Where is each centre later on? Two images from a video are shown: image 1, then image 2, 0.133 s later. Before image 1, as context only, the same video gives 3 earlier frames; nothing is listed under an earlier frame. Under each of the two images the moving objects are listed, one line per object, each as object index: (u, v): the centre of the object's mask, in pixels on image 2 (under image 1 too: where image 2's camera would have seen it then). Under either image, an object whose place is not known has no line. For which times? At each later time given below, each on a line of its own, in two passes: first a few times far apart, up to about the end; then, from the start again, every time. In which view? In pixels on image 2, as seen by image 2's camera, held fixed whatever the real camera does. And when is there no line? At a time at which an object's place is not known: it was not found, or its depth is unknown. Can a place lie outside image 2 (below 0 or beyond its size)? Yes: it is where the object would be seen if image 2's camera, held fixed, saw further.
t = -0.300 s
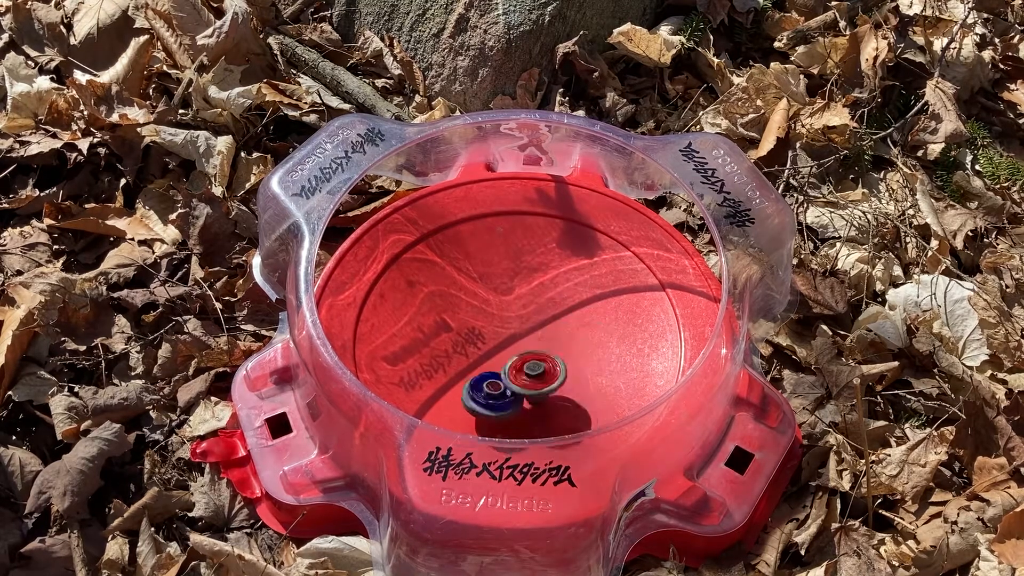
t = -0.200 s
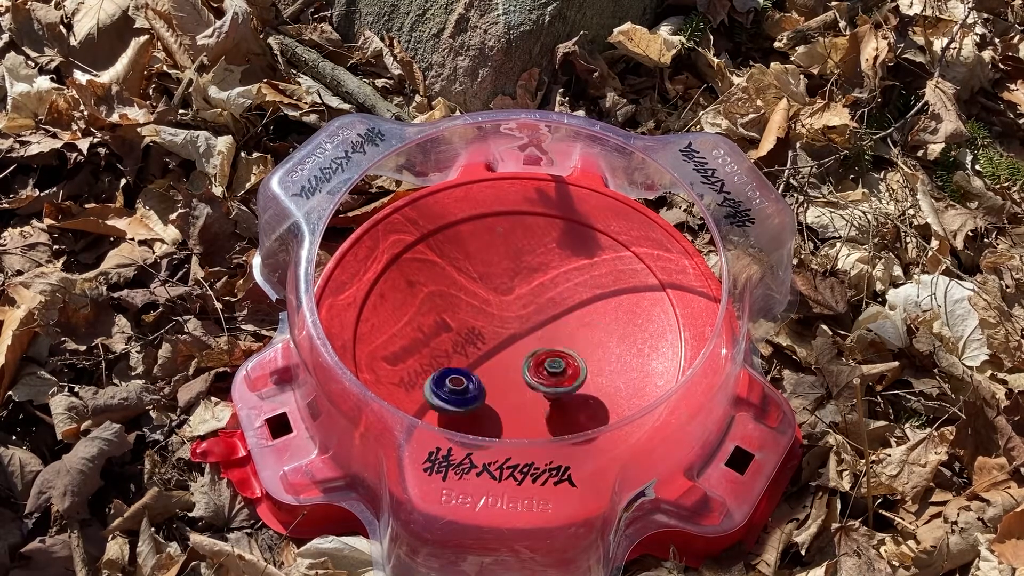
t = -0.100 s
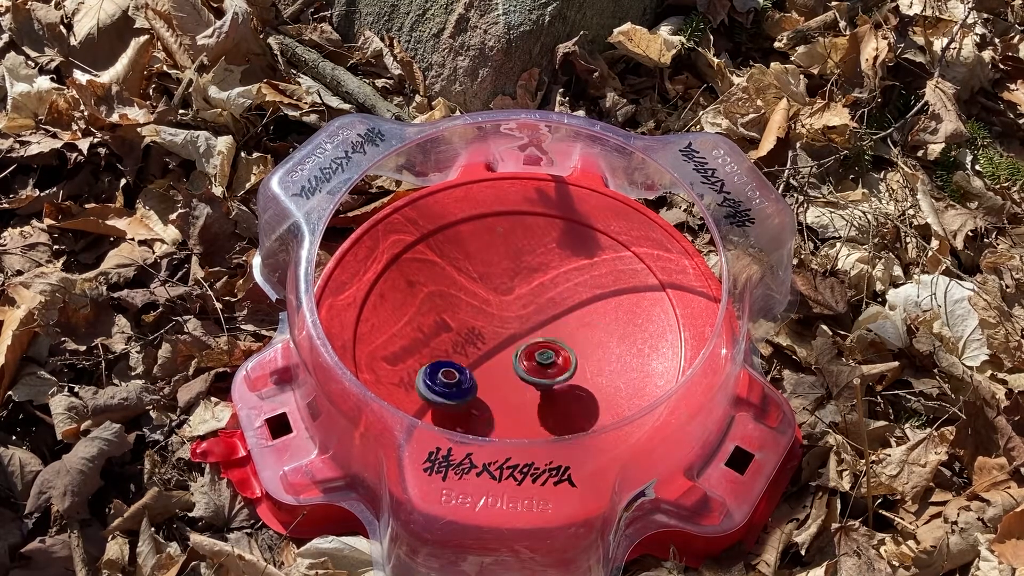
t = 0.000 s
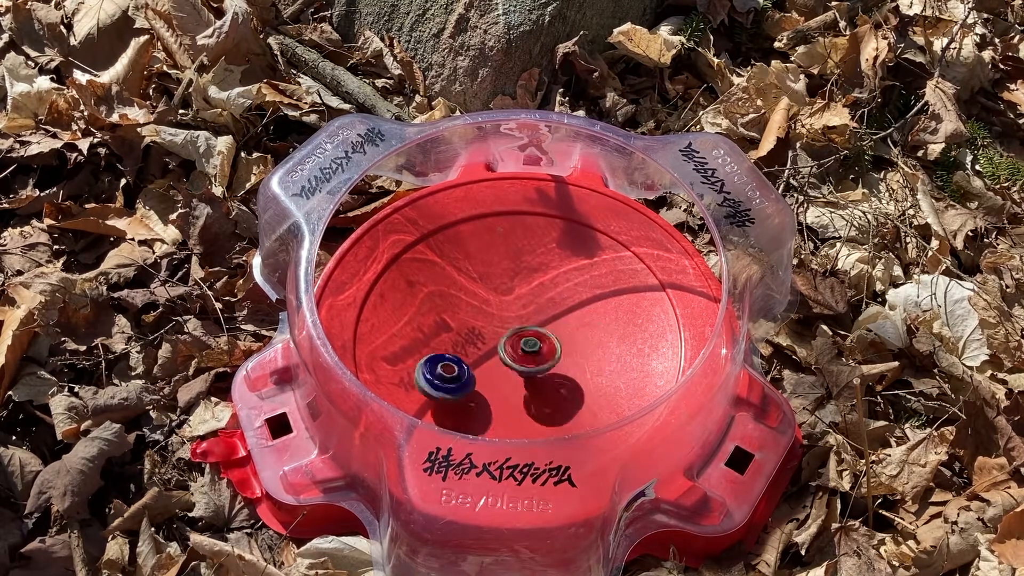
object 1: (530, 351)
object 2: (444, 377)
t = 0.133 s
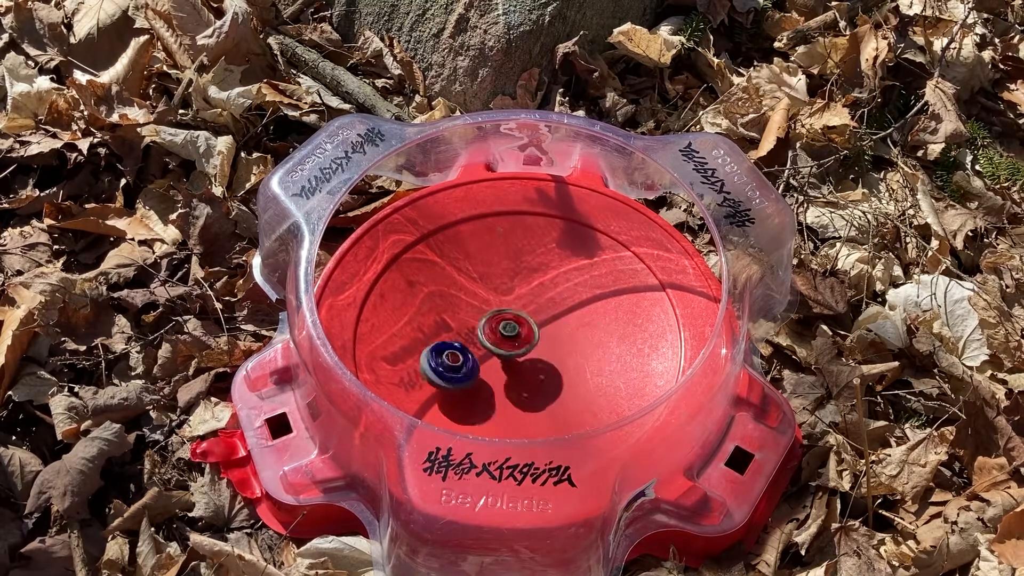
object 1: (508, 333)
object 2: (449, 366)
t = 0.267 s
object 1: (488, 317)
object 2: (452, 352)
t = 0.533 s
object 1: (491, 276)
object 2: (449, 343)
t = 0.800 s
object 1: (498, 274)
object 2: (478, 330)
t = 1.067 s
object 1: (544, 262)
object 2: (513, 355)
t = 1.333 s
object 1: (586, 232)
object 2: (546, 372)
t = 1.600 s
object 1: (590, 263)
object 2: (540, 370)
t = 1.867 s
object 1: (556, 316)
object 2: (527, 381)
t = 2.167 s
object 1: (498, 323)
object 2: (542, 384)
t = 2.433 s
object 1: (456, 318)
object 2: (539, 382)
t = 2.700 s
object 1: (458, 330)
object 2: (536, 378)
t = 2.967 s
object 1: (489, 332)
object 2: (538, 374)
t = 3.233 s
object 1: (501, 313)
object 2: (552, 370)
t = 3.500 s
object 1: (523, 315)
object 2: (557, 362)
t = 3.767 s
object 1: (502, 291)
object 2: (575, 375)
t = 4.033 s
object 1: (497, 313)
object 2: (575, 371)
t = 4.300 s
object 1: (505, 343)
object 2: (570, 365)
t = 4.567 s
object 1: (483, 353)
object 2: (558, 366)
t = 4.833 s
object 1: (417, 349)
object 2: (539, 370)
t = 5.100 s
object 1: (418, 338)
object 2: (525, 345)
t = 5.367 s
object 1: (466, 325)
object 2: (530, 323)
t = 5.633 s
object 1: (487, 326)
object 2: (559, 312)
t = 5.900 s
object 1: (517, 345)
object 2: (555, 313)
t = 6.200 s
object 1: (546, 359)
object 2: (556, 319)
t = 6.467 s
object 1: (529, 375)
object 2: (562, 343)
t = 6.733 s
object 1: (481, 384)
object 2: (548, 360)
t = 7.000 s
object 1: (460, 353)
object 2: (544, 362)
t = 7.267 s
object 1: (484, 311)
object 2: (540, 364)
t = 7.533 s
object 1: (534, 292)
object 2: (529, 366)
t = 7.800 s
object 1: (567, 307)
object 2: (507, 372)
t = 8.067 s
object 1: (567, 346)
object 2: (498, 373)
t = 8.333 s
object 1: (555, 367)
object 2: (485, 369)
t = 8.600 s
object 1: (543, 369)
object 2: (461, 348)
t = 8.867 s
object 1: (524, 333)
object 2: (453, 332)
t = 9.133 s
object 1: (517, 299)
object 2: (457, 333)
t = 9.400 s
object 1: (520, 287)
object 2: (468, 326)
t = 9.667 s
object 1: (541, 307)
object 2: (477, 322)
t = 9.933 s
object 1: (538, 340)
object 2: (506, 305)
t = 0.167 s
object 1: (502, 329)
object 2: (450, 363)
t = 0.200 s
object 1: (498, 325)
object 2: (450, 359)
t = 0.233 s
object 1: (493, 321)
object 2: (451, 356)
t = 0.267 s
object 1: (488, 317)
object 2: (452, 352)
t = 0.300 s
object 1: (488, 312)
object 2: (450, 351)
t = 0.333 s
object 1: (493, 302)
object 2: (442, 351)
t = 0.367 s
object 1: (496, 295)
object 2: (439, 351)
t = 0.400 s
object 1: (496, 291)
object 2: (439, 349)
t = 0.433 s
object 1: (495, 286)
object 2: (442, 348)
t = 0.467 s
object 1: (494, 282)
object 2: (444, 347)
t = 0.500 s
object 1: (492, 279)
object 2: (446, 345)
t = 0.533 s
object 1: (491, 276)
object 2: (449, 343)
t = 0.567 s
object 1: (490, 273)
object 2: (452, 342)
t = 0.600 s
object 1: (490, 270)
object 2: (456, 339)
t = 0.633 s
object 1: (491, 269)
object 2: (459, 337)
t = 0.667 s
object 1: (491, 268)
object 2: (462, 335)
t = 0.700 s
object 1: (493, 268)
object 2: (466, 334)
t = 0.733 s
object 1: (494, 269)
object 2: (469, 332)
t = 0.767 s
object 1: (496, 272)
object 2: (473, 331)
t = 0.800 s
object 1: (498, 274)
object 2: (478, 330)
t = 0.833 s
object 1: (501, 275)
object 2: (482, 329)
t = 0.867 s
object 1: (506, 274)
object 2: (485, 333)
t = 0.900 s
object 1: (510, 275)
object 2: (490, 334)
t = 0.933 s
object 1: (514, 277)
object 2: (496, 334)
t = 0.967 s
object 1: (518, 279)
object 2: (502, 334)
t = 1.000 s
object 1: (523, 280)
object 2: (508, 335)
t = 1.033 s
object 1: (532, 270)
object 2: (511, 341)
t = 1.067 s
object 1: (544, 262)
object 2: (513, 355)
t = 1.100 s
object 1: (556, 256)
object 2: (518, 367)
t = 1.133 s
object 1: (565, 249)
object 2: (526, 373)
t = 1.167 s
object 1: (570, 243)
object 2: (534, 375)
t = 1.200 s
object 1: (575, 239)
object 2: (540, 375)
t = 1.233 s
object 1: (578, 235)
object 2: (544, 373)
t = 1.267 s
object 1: (581, 234)
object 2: (546, 372)
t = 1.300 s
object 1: (584, 232)
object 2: (546, 372)
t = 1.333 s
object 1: (586, 232)
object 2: (546, 372)
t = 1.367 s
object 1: (589, 233)
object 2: (545, 371)
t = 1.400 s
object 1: (591, 235)
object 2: (544, 371)
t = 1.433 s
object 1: (592, 238)
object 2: (544, 371)
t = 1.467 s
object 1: (593, 242)
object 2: (543, 371)
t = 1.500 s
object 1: (593, 246)
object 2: (542, 370)
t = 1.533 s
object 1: (593, 251)
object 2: (541, 370)
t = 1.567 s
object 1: (592, 257)
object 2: (540, 369)
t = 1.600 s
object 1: (590, 263)
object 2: (540, 370)
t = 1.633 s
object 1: (587, 271)
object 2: (539, 369)
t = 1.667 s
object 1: (584, 279)
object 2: (539, 369)
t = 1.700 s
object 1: (579, 287)
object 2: (539, 369)
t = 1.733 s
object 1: (573, 296)
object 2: (538, 368)
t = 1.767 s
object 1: (566, 305)
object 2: (537, 368)
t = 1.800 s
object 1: (560, 314)
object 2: (536, 368)
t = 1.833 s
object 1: (557, 315)
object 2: (532, 374)
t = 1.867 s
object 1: (556, 316)
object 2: (527, 381)
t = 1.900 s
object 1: (551, 320)
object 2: (525, 383)
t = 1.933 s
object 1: (545, 325)
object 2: (525, 383)
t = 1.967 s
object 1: (540, 330)
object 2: (525, 383)
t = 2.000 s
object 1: (534, 330)
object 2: (526, 382)
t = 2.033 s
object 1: (528, 333)
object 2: (528, 386)
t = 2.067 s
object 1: (522, 328)
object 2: (534, 383)
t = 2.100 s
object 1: (516, 330)
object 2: (540, 384)
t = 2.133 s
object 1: (506, 326)
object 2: (542, 385)
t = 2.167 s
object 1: (498, 323)
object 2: (542, 384)
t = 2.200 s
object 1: (491, 319)
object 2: (541, 384)
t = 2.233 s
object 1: (485, 318)
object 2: (540, 383)
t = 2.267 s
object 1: (478, 318)
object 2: (539, 383)
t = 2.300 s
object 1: (473, 318)
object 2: (539, 383)
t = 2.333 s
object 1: (469, 317)
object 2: (539, 382)
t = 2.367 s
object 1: (464, 317)
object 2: (539, 382)
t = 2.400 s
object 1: (460, 317)
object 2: (539, 382)
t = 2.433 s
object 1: (456, 318)
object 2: (539, 382)
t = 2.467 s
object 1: (453, 318)
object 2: (539, 382)
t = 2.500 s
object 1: (450, 319)
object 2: (538, 381)
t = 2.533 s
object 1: (449, 320)
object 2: (538, 381)
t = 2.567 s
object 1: (448, 321)
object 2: (538, 381)
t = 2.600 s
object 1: (449, 324)
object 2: (538, 381)
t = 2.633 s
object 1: (451, 326)
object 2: (537, 380)
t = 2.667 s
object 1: (454, 328)
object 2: (536, 379)
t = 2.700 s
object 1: (458, 330)
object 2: (536, 378)
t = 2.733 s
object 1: (462, 331)
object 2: (535, 378)
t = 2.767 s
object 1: (467, 332)
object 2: (535, 377)
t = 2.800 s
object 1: (472, 334)
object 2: (534, 376)
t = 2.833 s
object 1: (477, 335)
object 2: (533, 375)
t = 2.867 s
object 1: (482, 336)
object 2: (532, 374)
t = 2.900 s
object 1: (485, 336)
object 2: (533, 373)
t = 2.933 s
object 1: (488, 334)
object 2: (535, 373)
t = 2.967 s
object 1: (489, 332)
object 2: (538, 374)
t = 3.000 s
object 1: (488, 325)
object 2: (545, 377)
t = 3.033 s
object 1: (488, 321)
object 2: (547, 378)
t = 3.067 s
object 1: (490, 319)
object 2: (548, 376)
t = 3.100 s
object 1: (492, 318)
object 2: (549, 375)
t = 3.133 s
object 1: (494, 316)
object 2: (550, 374)
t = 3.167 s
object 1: (496, 315)
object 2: (551, 373)
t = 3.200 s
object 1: (499, 313)
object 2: (551, 372)
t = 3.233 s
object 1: (501, 313)
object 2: (552, 370)
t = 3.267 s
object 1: (504, 312)
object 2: (553, 369)
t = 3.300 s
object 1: (506, 312)
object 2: (554, 368)
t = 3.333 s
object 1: (509, 312)
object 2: (554, 367)
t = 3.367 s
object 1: (512, 312)
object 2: (555, 366)
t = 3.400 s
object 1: (515, 313)
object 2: (555, 365)
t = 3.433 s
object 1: (518, 313)
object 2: (556, 364)
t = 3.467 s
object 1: (521, 313)
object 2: (557, 363)
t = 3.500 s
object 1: (523, 315)
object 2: (557, 362)
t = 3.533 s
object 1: (521, 308)
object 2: (562, 367)
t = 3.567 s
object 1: (516, 300)
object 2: (568, 374)
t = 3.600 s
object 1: (514, 295)
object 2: (571, 377)
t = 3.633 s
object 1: (512, 293)
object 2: (572, 377)
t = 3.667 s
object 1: (510, 292)
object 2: (573, 377)
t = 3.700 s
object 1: (508, 291)
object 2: (574, 376)
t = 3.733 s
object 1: (505, 291)
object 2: (575, 375)
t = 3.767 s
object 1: (502, 291)
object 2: (575, 375)
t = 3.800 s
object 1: (501, 292)
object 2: (575, 374)
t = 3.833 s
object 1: (499, 294)
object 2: (575, 374)
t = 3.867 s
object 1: (498, 297)
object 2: (576, 373)
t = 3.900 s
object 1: (496, 299)
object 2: (575, 373)
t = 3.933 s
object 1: (496, 303)
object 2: (576, 372)
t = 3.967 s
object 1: (496, 306)
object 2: (576, 372)
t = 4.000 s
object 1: (496, 309)
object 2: (576, 371)
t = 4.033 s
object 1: (497, 313)
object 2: (575, 371)
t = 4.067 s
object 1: (497, 316)
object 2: (575, 370)
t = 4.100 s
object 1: (498, 320)
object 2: (575, 370)
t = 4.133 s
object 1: (499, 324)
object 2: (575, 370)
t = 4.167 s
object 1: (500, 328)
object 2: (574, 369)
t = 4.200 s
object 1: (501, 332)
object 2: (573, 368)
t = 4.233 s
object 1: (502, 336)
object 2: (572, 367)
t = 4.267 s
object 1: (504, 340)
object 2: (571, 366)
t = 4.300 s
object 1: (505, 343)
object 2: (570, 365)
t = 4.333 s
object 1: (507, 347)
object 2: (568, 365)
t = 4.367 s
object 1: (508, 350)
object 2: (567, 364)
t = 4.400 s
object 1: (510, 354)
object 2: (567, 363)
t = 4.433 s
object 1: (511, 357)
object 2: (567, 362)
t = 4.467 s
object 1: (511, 358)
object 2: (564, 361)
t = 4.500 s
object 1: (510, 356)
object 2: (560, 359)
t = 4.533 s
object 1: (498, 355)
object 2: (557, 361)
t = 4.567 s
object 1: (483, 353)
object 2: (558, 366)
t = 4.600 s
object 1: (469, 350)
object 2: (558, 370)
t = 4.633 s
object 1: (459, 349)
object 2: (553, 375)
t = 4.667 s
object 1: (452, 348)
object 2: (548, 378)
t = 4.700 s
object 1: (444, 350)
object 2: (546, 378)
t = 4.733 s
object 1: (436, 350)
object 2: (544, 376)
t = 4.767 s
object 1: (428, 350)
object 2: (542, 374)
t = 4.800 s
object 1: (422, 350)
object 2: (541, 372)
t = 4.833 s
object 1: (417, 349)
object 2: (539, 370)
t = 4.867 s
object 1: (415, 348)
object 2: (537, 367)
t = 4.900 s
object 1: (413, 347)
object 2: (535, 364)
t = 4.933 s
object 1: (412, 346)
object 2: (533, 361)
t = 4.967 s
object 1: (411, 344)
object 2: (531, 357)
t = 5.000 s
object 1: (411, 343)
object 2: (529, 354)
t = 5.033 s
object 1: (412, 341)
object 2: (528, 351)
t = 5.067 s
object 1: (414, 339)
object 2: (526, 347)
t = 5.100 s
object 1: (418, 338)
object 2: (525, 345)
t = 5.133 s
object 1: (422, 337)
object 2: (524, 341)
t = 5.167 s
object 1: (427, 335)
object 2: (523, 338)
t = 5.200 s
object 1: (433, 333)
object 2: (523, 335)
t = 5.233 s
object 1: (440, 331)
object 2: (523, 334)
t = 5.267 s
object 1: (449, 329)
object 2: (523, 332)
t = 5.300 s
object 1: (458, 328)
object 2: (522, 329)
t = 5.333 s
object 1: (466, 326)
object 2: (523, 328)
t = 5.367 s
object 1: (466, 325)
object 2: (530, 323)
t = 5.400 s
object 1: (470, 322)
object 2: (537, 322)
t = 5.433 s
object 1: (475, 323)
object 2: (541, 321)
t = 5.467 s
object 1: (482, 323)
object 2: (542, 319)
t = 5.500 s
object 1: (488, 323)
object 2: (543, 320)
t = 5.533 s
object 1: (488, 323)
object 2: (547, 318)
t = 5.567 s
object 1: (484, 324)
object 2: (555, 315)
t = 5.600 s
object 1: (484, 325)
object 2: (558, 313)
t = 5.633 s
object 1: (487, 326)
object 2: (559, 312)
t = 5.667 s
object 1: (491, 329)
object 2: (559, 312)
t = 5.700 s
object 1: (494, 331)
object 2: (557, 313)
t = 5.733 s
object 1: (498, 334)
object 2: (556, 314)
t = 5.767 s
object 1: (502, 336)
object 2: (554, 315)
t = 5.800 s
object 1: (506, 338)
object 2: (554, 314)
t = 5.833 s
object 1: (510, 341)
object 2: (555, 314)
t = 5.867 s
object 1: (513, 343)
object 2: (555, 314)
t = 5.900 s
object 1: (517, 345)
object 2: (555, 313)
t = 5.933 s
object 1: (521, 347)
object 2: (555, 313)
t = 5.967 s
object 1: (525, 349)
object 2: (555, 312)
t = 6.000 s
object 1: (528, 351)
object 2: (555, 313)
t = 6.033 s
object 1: (532, 353)
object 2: (556, 314)
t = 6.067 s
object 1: (535, 354)
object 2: (556, 314)
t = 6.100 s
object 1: (539, 356)
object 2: (556, 315)
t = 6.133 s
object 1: (541, 358)
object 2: (556, 316)
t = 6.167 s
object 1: (544, 359)
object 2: (556, 317)
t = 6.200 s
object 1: (546, 359)
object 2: (556, 319)
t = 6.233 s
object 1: (547, 360)
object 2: (556, 320)
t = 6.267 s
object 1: (549, 360)
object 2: (555, 322)
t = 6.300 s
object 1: (548, 361)
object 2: (556, 323)
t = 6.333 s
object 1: (544, 366)
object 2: (560, 328)
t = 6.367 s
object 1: (538, 368)
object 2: (562, 332)
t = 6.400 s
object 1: (535, 370)
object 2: (562, 336)
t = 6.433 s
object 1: (533, 372)
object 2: (562, 338)
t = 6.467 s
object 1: (529, 375)
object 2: (562, 343)
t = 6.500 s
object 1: (524, 378)
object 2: (560, 347)
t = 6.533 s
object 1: (517, 379)
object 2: (557, 352)
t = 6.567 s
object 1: (511, 383)
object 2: (554, 355)
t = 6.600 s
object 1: (504, 384)
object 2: (552, 357)
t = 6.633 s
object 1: (498, 385)
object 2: (550, 358)
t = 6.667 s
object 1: (492, 385)
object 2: (549, 359)
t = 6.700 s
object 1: (486, 385)
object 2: (549, 359)
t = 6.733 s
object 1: (481, 384)
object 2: (548, 360)
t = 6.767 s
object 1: (476, 382)
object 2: (548, 360)
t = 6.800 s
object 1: (472, 379)
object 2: (547, 360)
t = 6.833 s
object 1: (469, 376)
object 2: (547, 360)
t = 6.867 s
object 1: (465, 372)
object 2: (546, 361)
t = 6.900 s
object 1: (463, 368)
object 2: (546, 361)
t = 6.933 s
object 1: (461, 363)
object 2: (545, 361)
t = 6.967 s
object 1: (460, 358)
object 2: (544, 362)
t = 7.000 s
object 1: (460, 353)
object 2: (544, 362)
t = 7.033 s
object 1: (460, 347)
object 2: (544, 362)
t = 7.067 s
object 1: (462, 342)
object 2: (543, 362)
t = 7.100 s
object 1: (464, 336)
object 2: (543, 363)
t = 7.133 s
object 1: (467, 330)
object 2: (543, 362)
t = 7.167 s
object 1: (470, 325)
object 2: (541, 363)
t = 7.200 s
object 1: (474, 320)
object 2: (541, 363)
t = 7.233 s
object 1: (479, 315)
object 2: (540, 363)
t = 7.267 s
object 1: (484, 311)
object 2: (540, 364)
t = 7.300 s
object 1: (490, 307)
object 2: (539, 364)
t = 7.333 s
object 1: (496, 303)
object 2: (539, 364)
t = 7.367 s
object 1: (502, 300)
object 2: (537, 364)
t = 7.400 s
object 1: (509, 297)
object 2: (536, 365)
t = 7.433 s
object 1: (515, 295)
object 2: (534, 365)
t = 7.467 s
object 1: (521, 294)
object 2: (533, 365)
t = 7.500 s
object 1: (528, 292)
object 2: (531, 365)
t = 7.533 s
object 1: (534, 292)
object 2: (529, 366)
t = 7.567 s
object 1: (541, 292)
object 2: (526, 367)
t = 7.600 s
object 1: (546, 292)
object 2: (523, 368)
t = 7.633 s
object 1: (551, 293)
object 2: (520, 368)
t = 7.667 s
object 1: (556, 294)
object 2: (516, 370)
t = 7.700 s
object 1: (560, 296)
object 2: (513, 371)
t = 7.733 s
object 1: (562, 299)
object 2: (510, 372)
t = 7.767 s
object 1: (565, 302)
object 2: (508, 372)
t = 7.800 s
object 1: (567, 307)
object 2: (507, 372)
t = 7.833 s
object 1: (567, 311)
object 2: (507, 372)
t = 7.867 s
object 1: (567, 316)
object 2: (507, 372)
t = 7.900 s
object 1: (567, 321)
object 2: (507, 372)
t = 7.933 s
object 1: (565, 327)
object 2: (507, 372)
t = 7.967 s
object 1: (564, 333)
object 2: (507, 372)
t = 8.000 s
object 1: (561, 339)
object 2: (507, 372)
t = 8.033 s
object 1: (561, 344)
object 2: (505, 372)
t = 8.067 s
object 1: (567, 346)
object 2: (498, 373)
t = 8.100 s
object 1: (571, 351)
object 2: (491, 371)
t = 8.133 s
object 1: (570, 355)
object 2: (487, 370)
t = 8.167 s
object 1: (569, 358)
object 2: (484, 369)
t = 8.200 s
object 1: (568, 360)
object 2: (484, 369)
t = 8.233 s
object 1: (565, 362)
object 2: (484, 369)
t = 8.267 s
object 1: (563, 364)
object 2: (484, 369)
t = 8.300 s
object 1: (559, 366)
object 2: (484, 369)
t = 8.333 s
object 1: (555, 367)
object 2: (485, 369)
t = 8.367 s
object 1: (550, 368)
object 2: (486, 369)
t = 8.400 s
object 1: (546, 369)
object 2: (485, 369)
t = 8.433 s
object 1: (541, 369)
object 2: (484, 369)
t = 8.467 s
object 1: (535, 368)
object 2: (484, 369)
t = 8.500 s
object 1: (530, 367)
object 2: (481, 369)
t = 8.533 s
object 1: (537, 369)
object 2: (476, 364)
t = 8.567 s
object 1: (542, 370)
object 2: (466, 355)
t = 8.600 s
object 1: (543, 369)
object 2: (461, 348)
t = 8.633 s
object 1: (540, 367)
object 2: (457, 342)
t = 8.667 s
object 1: (537, 362)
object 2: (455, 337)
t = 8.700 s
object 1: (534, 357)
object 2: (453, 333)
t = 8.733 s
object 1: (532, 352)
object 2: (452, 331)
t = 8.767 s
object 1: (530, 348)
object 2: (452, 331)
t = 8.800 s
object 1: (528, 343)
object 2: (452, 332)
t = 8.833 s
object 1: (525, 339)
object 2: (452, 332)
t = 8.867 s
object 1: (524, 333)
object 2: (453, 332)
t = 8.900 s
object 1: (522, 329)
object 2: (453, 332)
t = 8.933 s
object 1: (520, 324)
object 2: (454, 332)
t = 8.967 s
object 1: (519, 319)
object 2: (455, 333)
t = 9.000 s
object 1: (518, 315)
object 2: (455, 333)
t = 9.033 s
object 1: (517, 310)
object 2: (455, 333)
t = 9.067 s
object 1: (517, 306)
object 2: (456, 333)
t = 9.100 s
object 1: (517, 302)
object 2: (456, 333)
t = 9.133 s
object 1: (517, 299)
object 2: (457, 333)
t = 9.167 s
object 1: (517, 295)
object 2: (457, 333)
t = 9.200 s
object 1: (518, 292)
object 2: (458, 332)
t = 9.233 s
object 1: (518, 290)
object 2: (460, 331)
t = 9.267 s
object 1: (519, 288)
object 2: (461, 330)
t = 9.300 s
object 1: (520, 287)
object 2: (463, 328)
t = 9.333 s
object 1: (520, 287)
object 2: (465, 328)
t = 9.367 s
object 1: (520, 287)
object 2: (466, 326)
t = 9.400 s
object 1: (520, 287)
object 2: (468, 326)
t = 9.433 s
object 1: (520, 288)
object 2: (470, 324)
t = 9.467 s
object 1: (520, 290)
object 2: (472, 323)
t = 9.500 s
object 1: (524, 291)
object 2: (472, 324)
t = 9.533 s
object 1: (530, 295)
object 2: (471, 324)
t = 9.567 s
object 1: (534, 298)
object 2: (471, 324)
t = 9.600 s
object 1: (536, 301)
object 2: (472, 324)
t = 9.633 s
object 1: (539, 303)
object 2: (474, 323)
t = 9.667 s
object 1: (541, 307)
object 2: (477, 322)
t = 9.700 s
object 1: (543, 310)
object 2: (479, 320)
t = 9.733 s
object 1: (543, 314)
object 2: (482, 319)
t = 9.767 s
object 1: (544, 318)
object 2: (486, 317)
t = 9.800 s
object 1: (543, 322)
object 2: (489, 315)
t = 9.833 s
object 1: (543, 326)
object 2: (492, 312)
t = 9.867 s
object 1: (542, 330)
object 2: (496, 310)
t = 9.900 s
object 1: (540, 336)
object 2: (501, 307)
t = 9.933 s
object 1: (538, 340)
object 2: (506, 305)
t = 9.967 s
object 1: (536, 344)
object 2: (511, 303)
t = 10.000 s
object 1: (533, 349)
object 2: (515, 302)
